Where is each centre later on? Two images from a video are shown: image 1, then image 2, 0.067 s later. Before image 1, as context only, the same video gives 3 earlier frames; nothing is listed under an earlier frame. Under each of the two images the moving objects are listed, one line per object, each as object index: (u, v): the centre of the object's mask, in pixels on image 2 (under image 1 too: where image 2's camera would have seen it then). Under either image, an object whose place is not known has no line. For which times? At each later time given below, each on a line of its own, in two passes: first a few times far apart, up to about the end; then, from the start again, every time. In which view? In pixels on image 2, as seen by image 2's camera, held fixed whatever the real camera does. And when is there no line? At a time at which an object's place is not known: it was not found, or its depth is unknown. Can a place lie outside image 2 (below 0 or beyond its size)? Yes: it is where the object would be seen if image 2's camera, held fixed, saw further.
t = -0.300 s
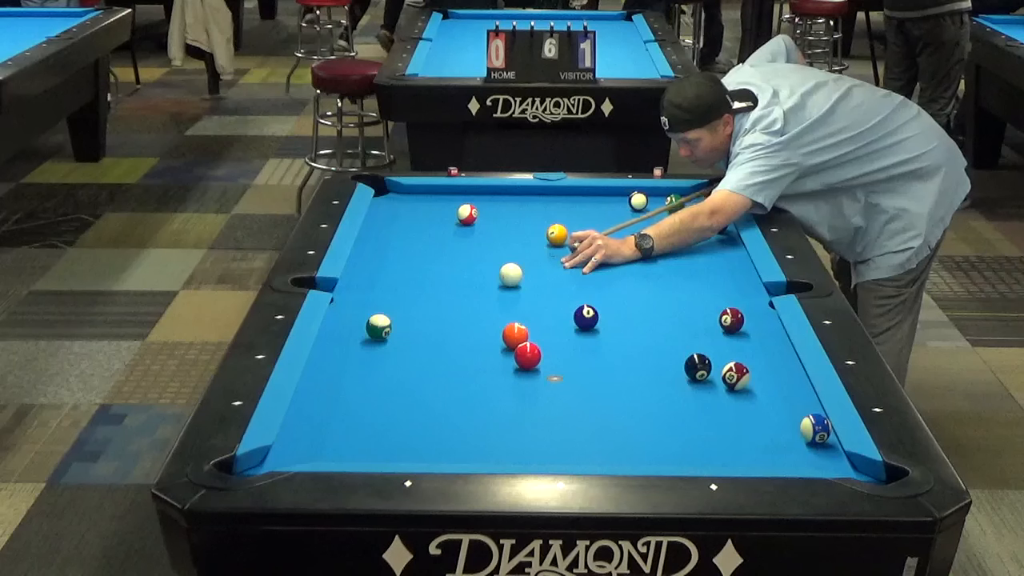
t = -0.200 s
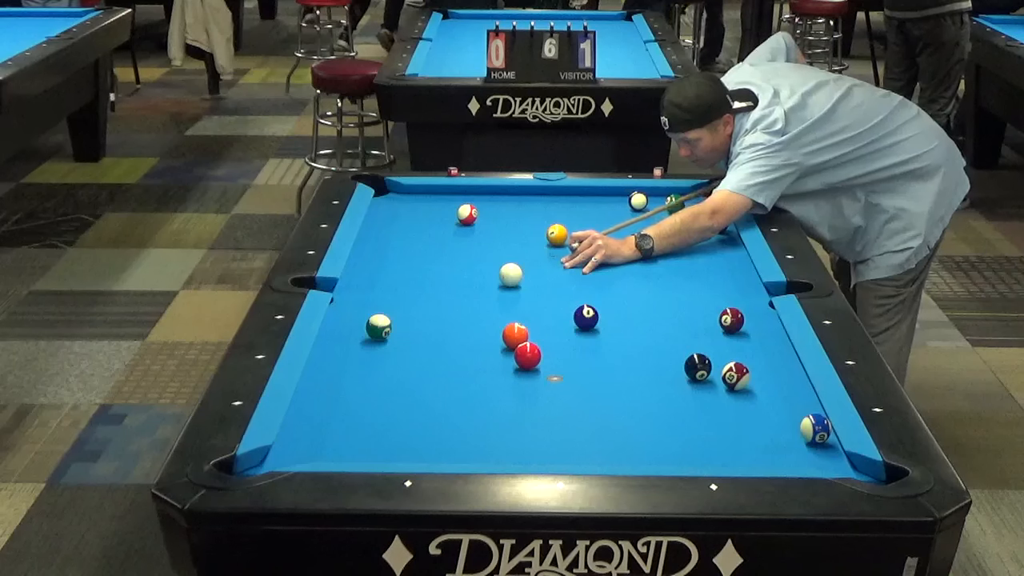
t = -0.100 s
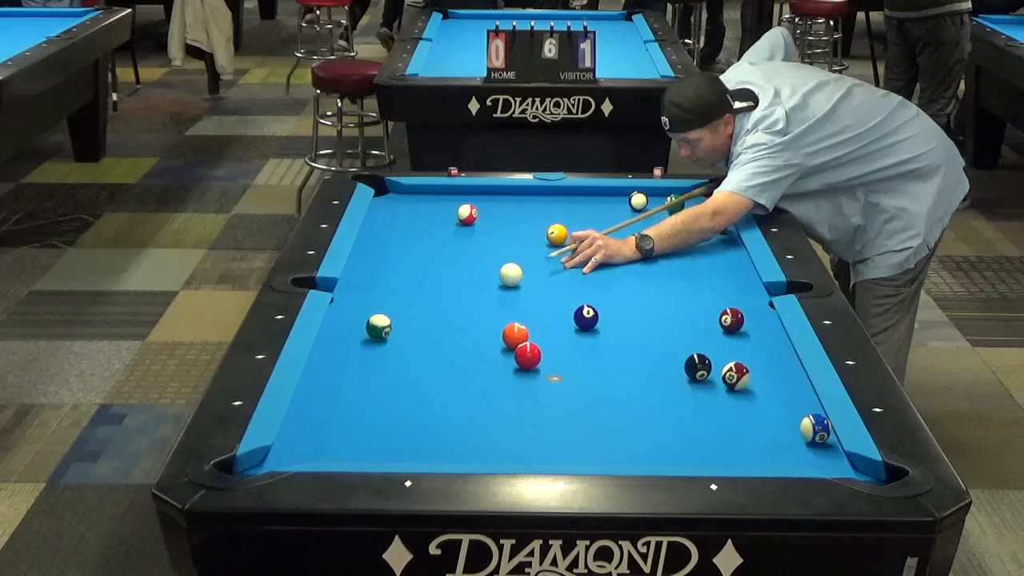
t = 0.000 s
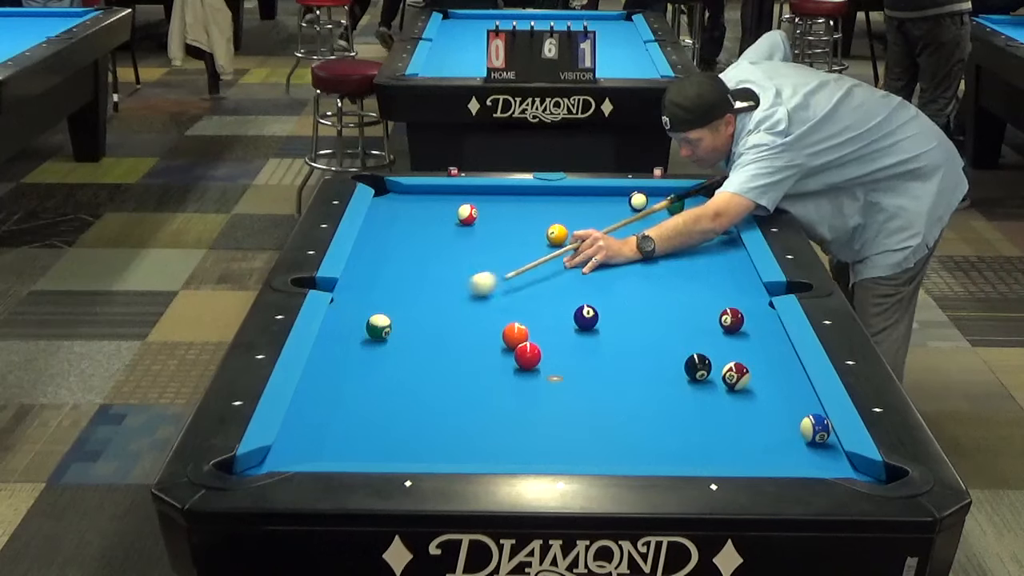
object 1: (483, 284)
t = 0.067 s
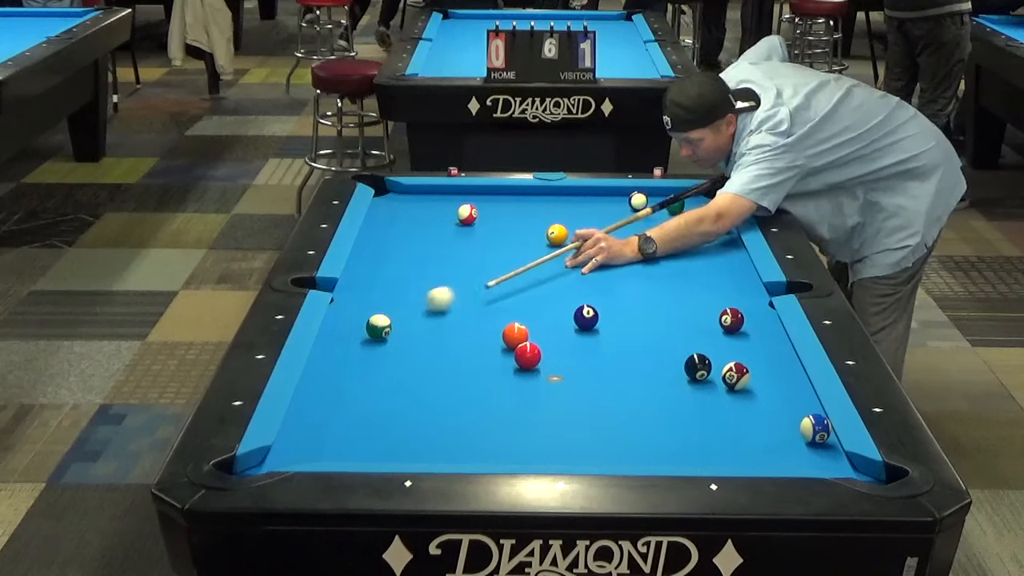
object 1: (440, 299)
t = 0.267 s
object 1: (336, 319)
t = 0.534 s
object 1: (406, 344)
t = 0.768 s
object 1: (465, 368)
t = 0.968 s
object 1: (519, 390)
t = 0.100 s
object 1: (419, 306)
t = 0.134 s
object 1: (399, 313)
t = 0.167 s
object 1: (380, 313)
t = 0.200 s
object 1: (364, 316)
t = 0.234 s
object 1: (350, 318)
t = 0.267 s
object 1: (336, 319)
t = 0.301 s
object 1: (346, 322)
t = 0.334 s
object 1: (357, 325)
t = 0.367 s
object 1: (366, 328)
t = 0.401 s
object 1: (374, 331)
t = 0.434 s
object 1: (382, 334)
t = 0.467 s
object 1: (390, 337)
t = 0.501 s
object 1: (398, 340)
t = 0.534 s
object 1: (406, 344)
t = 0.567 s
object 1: (414, 347)
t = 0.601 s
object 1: (422, 351)
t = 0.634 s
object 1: (431, 354)
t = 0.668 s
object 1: (439, 357)
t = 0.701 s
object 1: (448, 361)
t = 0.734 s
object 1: (456, 364)
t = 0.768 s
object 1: (465, 368)
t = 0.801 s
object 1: (474, 371)
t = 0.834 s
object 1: (483, 375)
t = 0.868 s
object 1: (492, 378)
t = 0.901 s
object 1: (500, 382)
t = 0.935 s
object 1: (510, 386)
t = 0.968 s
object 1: (519, 390)
